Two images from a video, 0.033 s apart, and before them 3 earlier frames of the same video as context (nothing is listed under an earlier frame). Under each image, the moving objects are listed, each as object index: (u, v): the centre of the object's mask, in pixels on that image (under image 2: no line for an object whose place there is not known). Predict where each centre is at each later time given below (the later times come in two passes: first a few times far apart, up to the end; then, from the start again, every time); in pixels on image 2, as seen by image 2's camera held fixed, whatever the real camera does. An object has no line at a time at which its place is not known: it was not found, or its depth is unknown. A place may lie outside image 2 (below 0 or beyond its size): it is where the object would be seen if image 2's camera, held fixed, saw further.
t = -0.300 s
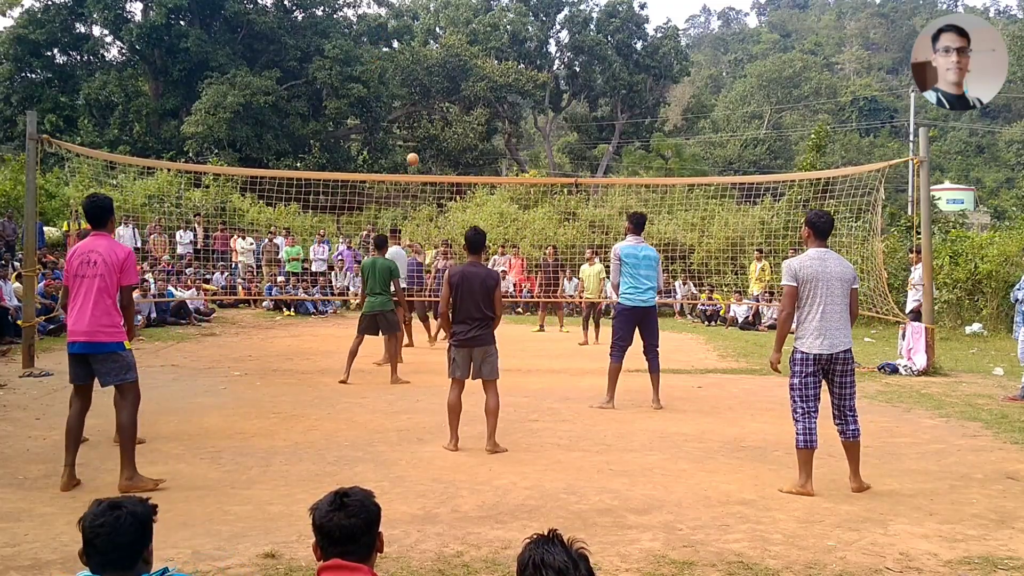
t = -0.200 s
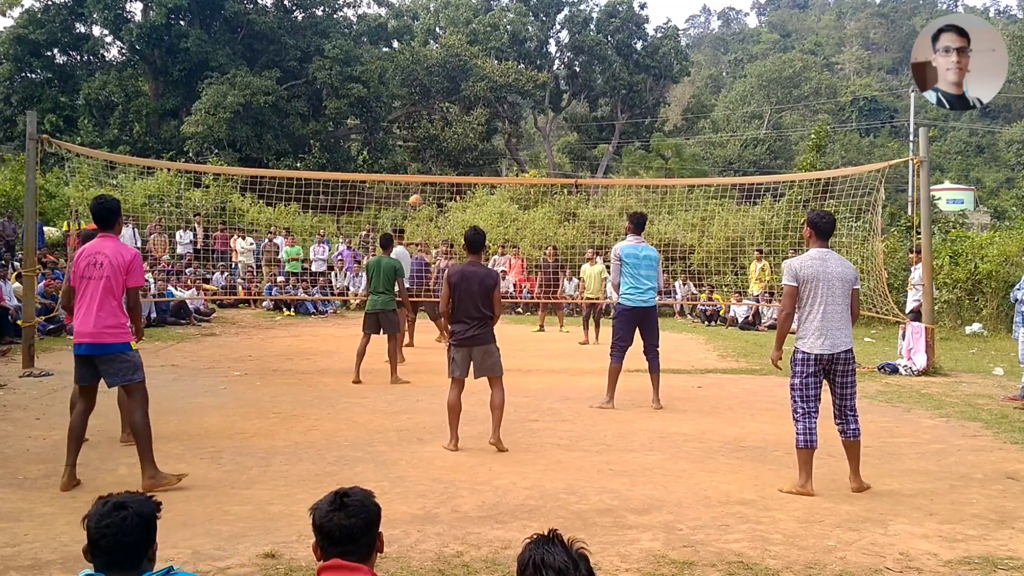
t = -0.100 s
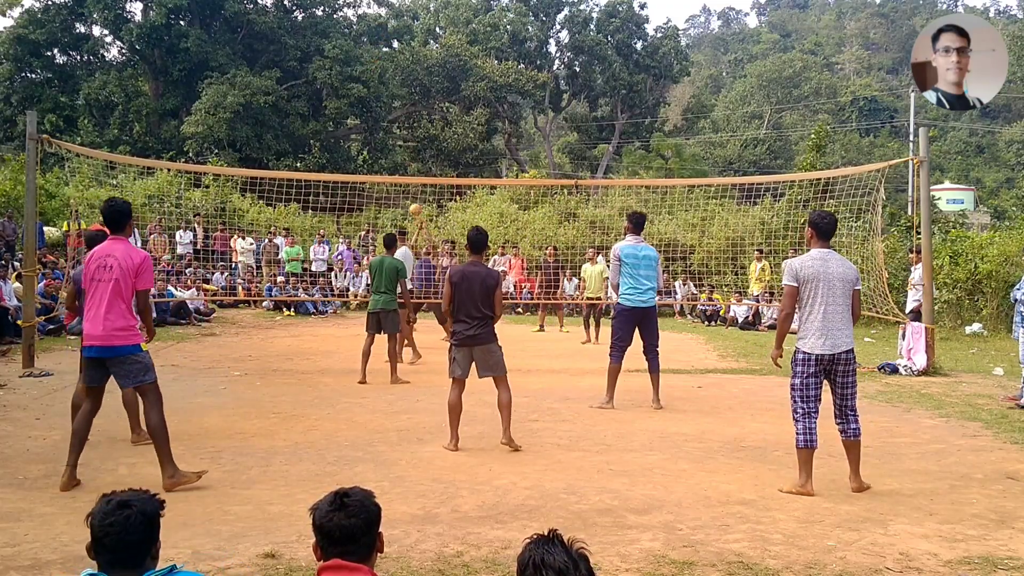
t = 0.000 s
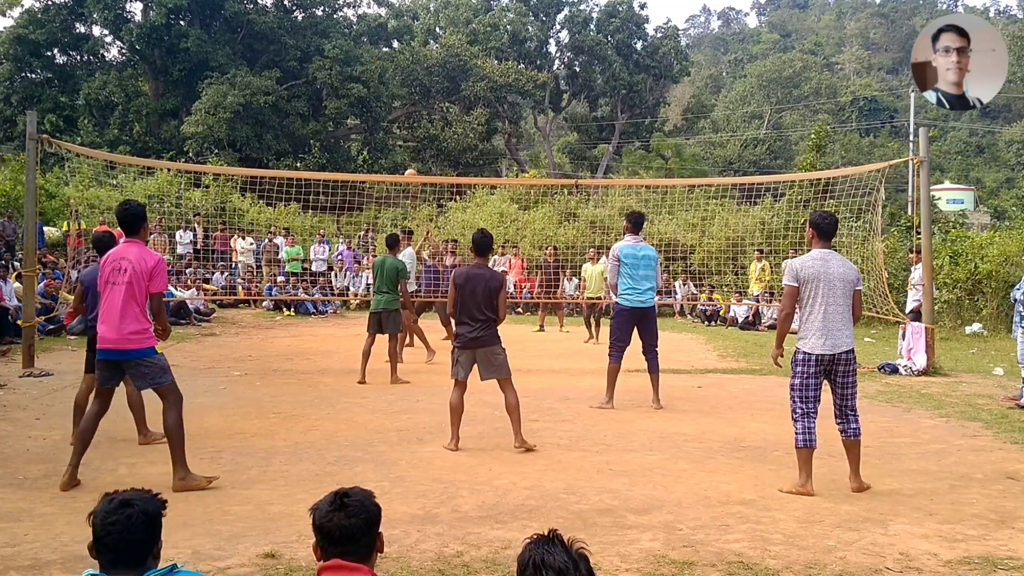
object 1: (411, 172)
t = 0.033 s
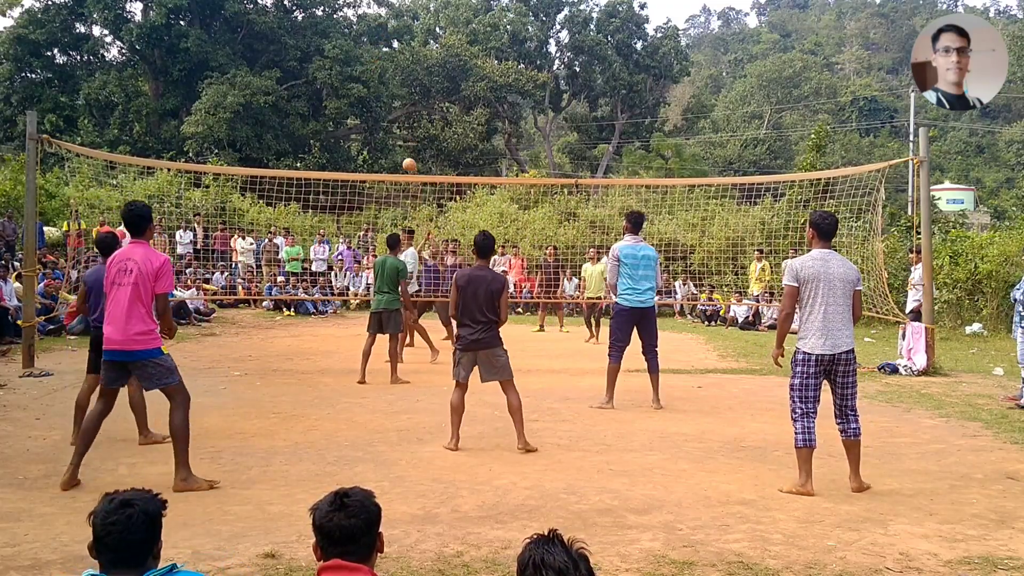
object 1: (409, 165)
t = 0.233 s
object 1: (397, 111)
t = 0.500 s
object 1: (375, 76)
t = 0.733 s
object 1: (349, 102)
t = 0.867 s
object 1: (330, 153)
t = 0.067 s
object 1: (407, 155)
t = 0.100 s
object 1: (405, 145)
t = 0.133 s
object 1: (403, 136)
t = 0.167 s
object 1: (401, 128)
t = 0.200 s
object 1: (399, 119)
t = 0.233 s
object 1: (397, 111)
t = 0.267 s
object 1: (395, 104)
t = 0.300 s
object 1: (392, 98)
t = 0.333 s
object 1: (389, 92)
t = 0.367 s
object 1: (387, 88)
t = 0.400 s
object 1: (384, 84)
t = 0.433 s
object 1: (382, 81)
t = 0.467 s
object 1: (378, 78)
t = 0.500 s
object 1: (375, 76)
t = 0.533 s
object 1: (372, 76)
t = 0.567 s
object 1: (369, 77)
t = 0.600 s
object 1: (365, 80)
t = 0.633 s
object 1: (361, 82)
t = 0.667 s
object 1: (358, 87)
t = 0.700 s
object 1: (353, 93)
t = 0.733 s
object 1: (349, 102)
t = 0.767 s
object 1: (345, 112)
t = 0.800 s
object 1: (340, 124)
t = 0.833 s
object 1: (335, 137)
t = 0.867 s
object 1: (330, 153)
